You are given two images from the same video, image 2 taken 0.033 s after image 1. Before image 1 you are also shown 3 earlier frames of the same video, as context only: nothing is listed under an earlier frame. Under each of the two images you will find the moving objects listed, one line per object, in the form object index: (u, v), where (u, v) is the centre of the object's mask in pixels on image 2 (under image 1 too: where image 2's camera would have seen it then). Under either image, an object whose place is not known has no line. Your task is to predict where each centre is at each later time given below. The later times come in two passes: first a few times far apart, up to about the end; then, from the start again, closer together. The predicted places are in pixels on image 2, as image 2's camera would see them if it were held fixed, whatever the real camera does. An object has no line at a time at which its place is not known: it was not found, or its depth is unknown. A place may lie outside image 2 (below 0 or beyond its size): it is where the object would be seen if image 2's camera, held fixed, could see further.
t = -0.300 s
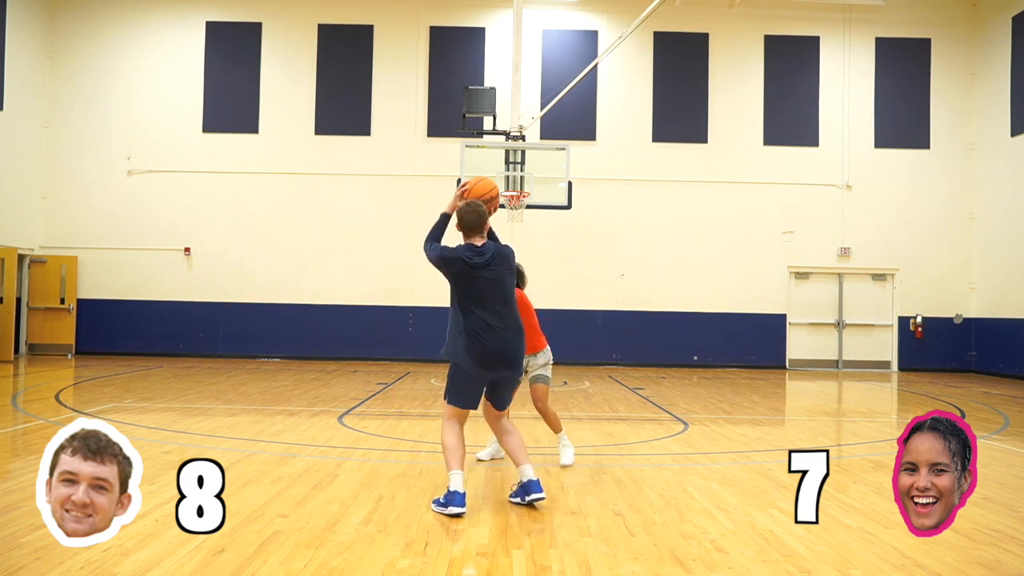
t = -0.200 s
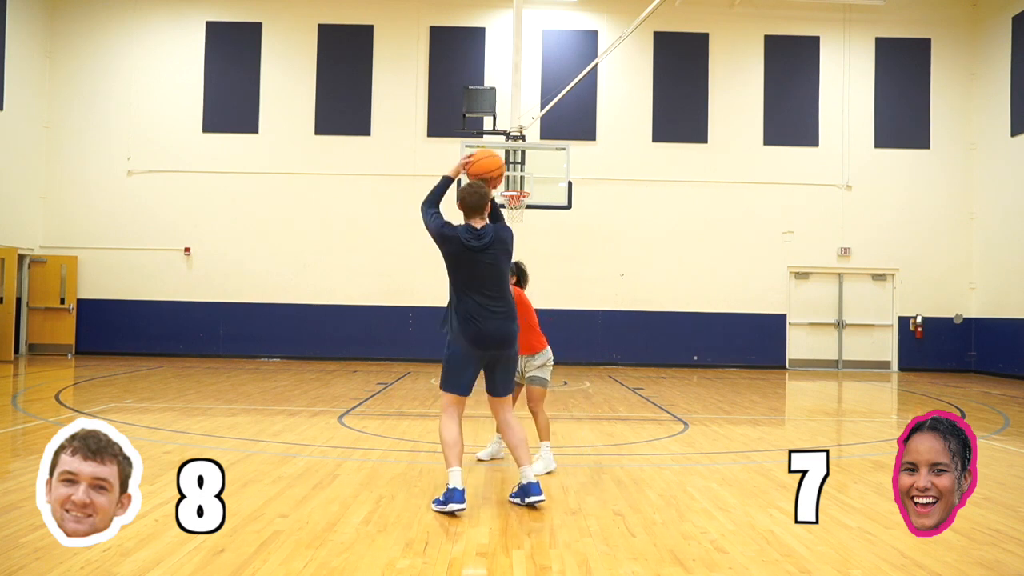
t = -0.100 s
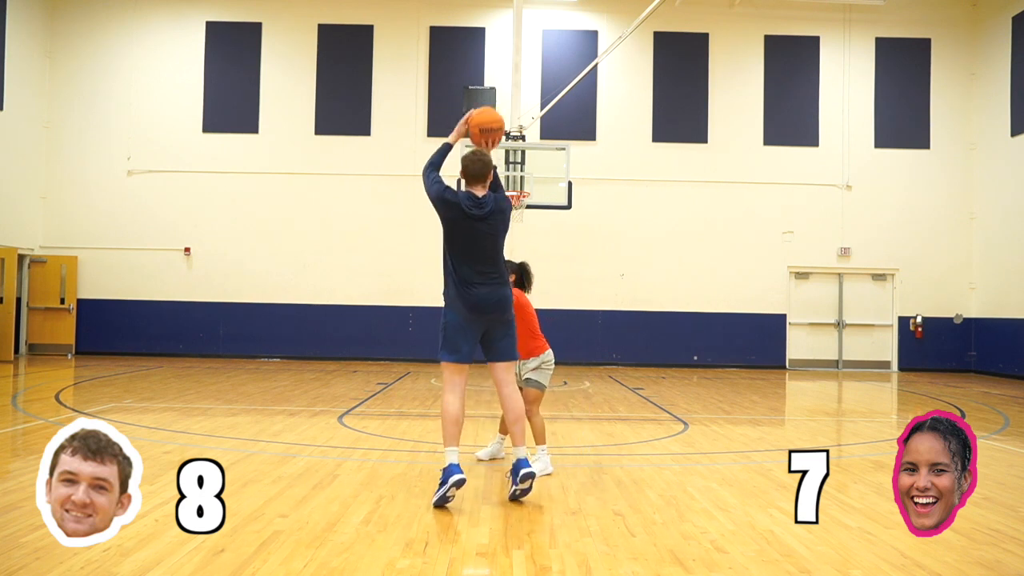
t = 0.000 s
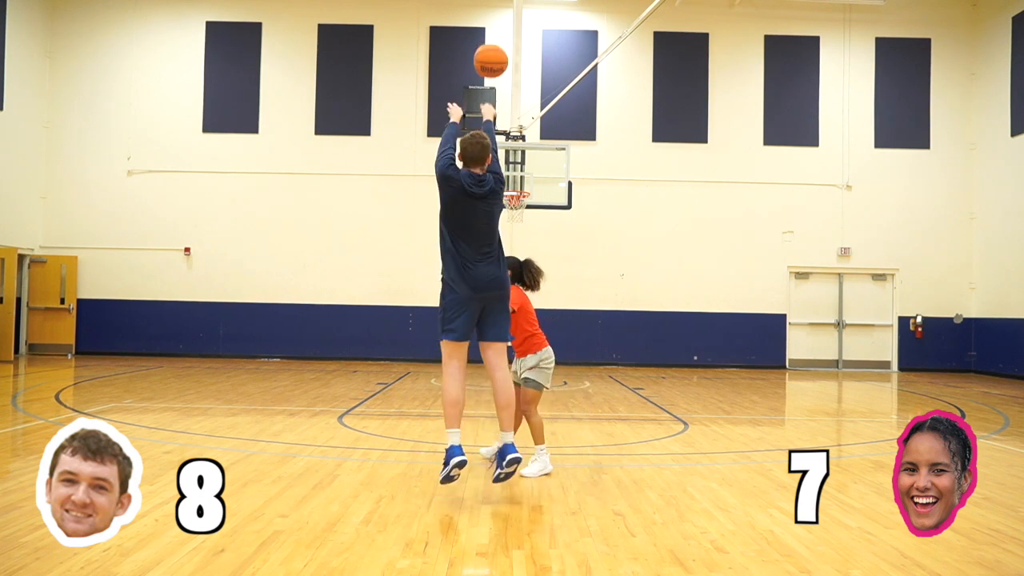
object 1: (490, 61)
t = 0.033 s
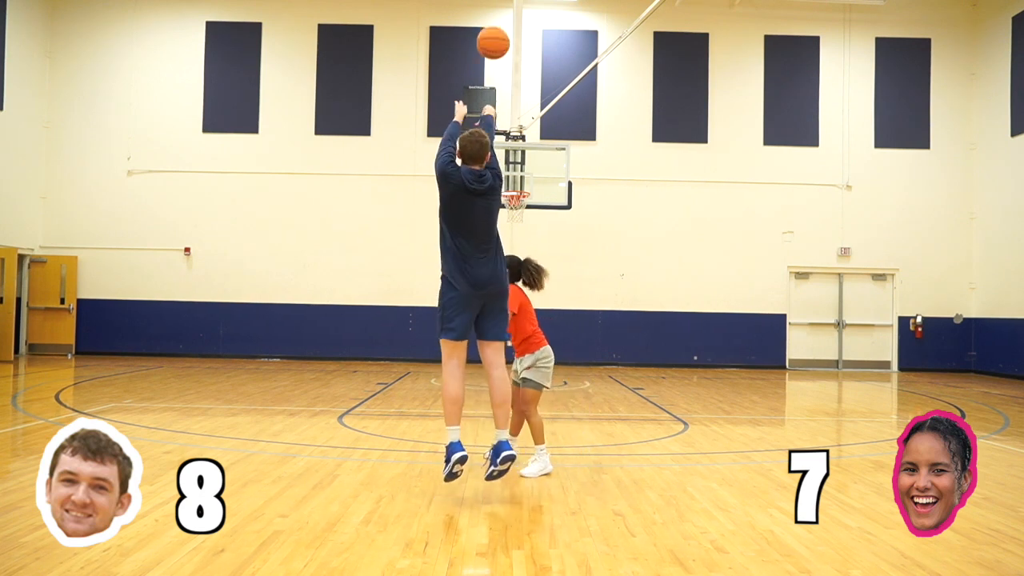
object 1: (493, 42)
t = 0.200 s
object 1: (502, 1)
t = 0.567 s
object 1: (514, 1)
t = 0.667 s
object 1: (516, 11)
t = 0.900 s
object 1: (519, 75)
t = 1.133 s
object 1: (522, 157)
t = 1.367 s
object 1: (562, 191)
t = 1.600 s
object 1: (631, 227)
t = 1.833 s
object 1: (714, 317)
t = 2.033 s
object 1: (794, 390)
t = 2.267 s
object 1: (873, 301)
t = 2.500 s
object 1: (966, 254)
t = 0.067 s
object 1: (495, 27)
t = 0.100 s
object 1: (497, 15)
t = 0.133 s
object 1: (499, 8)
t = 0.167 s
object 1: (501, 4)
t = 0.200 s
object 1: (502, 1)
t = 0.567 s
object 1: (514, 1)
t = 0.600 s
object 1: (515, 4)
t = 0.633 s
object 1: (515, 7)
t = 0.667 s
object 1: (516, 11)
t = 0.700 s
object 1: (517, 19)
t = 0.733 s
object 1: (517, 27)
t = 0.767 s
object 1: (518, 36)
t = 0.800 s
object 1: (518, 45)
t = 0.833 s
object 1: (519, 54)
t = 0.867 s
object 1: (519, 64)
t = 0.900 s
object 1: (519, 75)
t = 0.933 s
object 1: (520, 86)
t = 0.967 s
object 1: (520, 97)
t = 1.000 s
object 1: (521, 108)
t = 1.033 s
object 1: (521, 120)
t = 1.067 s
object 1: (521, 133)
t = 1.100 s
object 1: (522, 145)
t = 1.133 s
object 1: (522, 157)
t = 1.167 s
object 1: (523, 170)
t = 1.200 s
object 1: (524, 184)
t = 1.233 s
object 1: (528, 189)
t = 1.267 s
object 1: (536, 188)
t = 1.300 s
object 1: (544, 188)
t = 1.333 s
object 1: (553, 189)
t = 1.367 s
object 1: (562, 191)
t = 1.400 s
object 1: (571, 193)
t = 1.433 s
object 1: (580, 197)
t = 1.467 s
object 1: (590, 201)
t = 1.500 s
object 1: (600, 206)
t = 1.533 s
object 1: (610, 212)
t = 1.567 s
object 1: (620, 219)
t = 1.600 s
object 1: (631, 227)
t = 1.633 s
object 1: (642, 236)
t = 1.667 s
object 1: (653, 246)
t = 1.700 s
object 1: (664, 258)
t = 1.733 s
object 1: (676, 270)
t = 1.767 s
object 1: (689, 284)
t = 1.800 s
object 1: (701, 299)
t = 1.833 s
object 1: (714, 317)
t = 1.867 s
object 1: (728, 334)
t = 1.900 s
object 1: (742, 353)
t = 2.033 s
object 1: (794, 390)
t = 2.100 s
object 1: (816, 360)
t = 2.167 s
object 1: (838, 334)
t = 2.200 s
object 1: (850, 322)
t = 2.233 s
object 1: (861, 311)
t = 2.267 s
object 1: (873, 301)
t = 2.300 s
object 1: (886, 291)
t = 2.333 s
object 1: (899, 283)
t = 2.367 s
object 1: (912, 275)
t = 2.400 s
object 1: (925, 268)
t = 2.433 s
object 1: (938, 263)
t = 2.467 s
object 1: (952, 258)
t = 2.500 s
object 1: (966, 254)
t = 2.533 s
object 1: (981, 252)
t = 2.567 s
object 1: (996, 251)
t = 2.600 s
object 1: (1011, 250)
